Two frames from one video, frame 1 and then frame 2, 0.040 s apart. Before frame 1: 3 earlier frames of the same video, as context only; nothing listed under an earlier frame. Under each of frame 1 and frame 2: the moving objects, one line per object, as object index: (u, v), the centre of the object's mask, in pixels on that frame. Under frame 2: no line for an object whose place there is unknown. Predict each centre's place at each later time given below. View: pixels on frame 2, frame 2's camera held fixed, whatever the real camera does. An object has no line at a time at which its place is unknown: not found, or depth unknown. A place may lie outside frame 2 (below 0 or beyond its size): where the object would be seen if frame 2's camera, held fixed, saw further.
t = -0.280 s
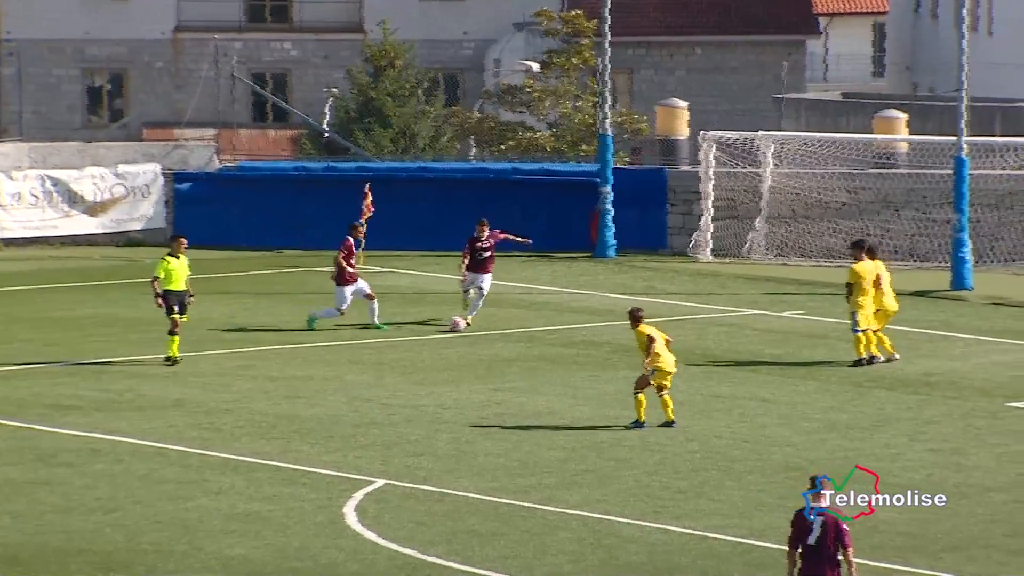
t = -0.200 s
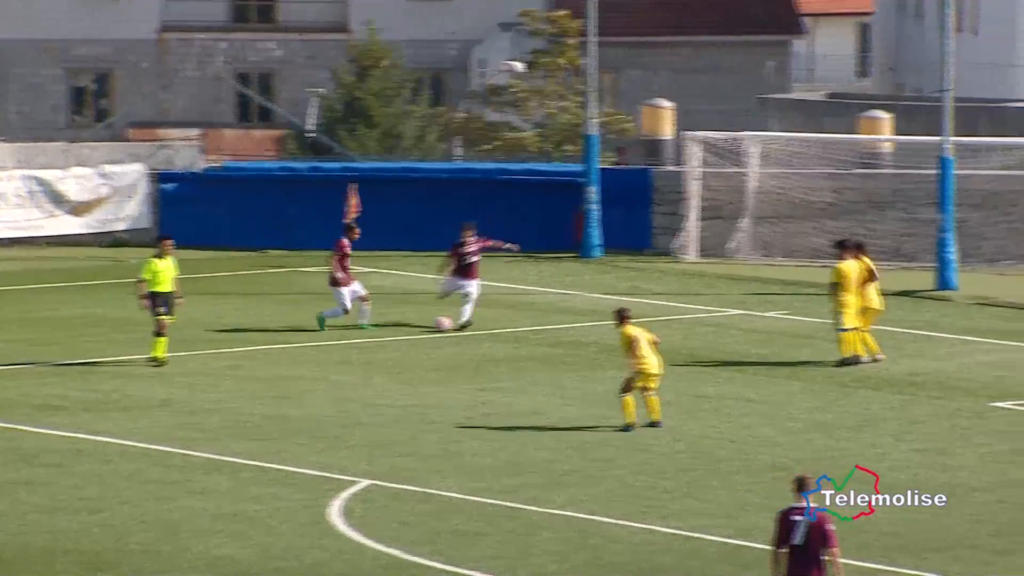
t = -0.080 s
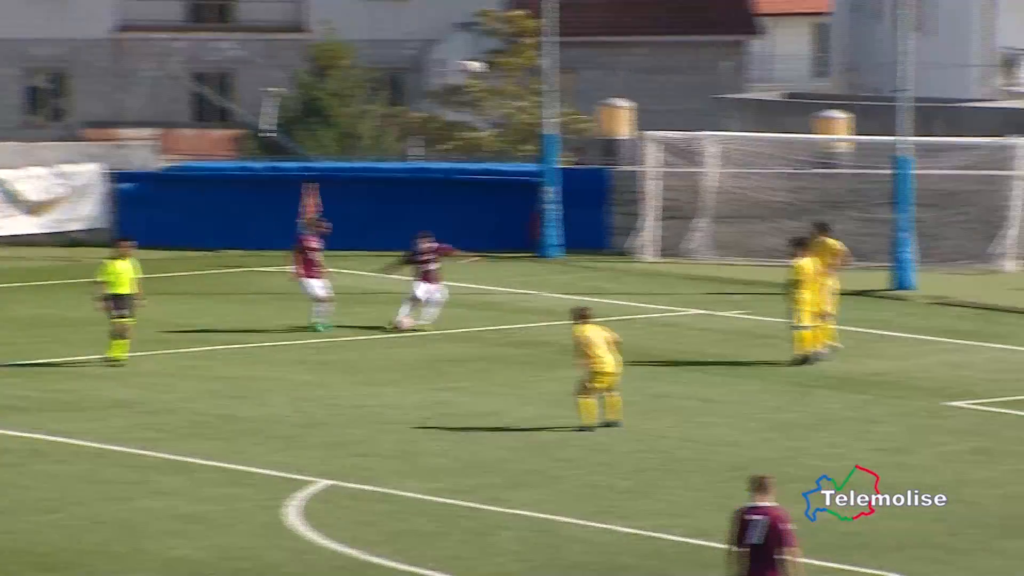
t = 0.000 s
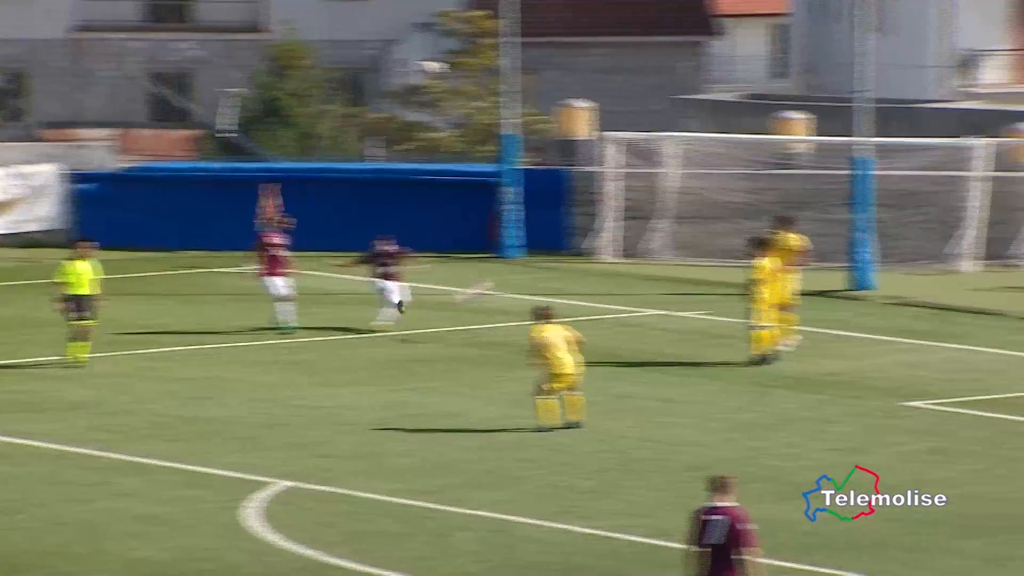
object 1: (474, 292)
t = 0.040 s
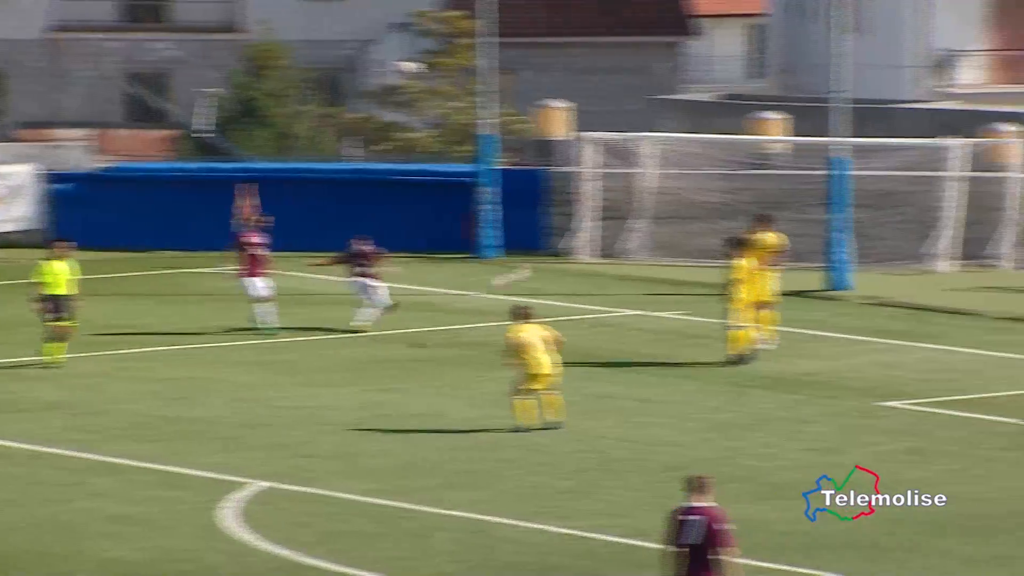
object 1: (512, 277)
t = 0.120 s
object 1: (636, 251)
